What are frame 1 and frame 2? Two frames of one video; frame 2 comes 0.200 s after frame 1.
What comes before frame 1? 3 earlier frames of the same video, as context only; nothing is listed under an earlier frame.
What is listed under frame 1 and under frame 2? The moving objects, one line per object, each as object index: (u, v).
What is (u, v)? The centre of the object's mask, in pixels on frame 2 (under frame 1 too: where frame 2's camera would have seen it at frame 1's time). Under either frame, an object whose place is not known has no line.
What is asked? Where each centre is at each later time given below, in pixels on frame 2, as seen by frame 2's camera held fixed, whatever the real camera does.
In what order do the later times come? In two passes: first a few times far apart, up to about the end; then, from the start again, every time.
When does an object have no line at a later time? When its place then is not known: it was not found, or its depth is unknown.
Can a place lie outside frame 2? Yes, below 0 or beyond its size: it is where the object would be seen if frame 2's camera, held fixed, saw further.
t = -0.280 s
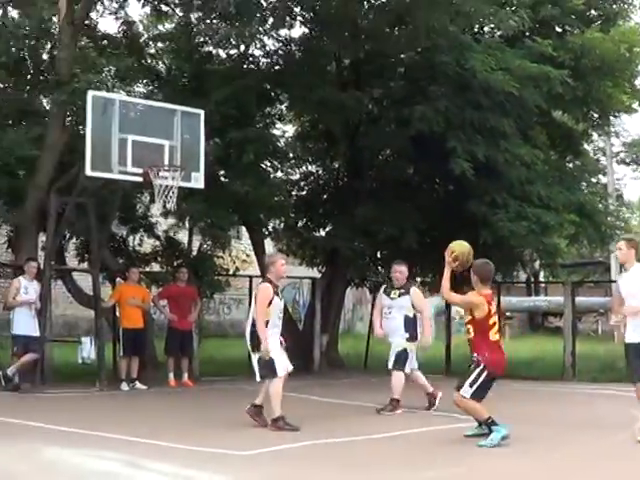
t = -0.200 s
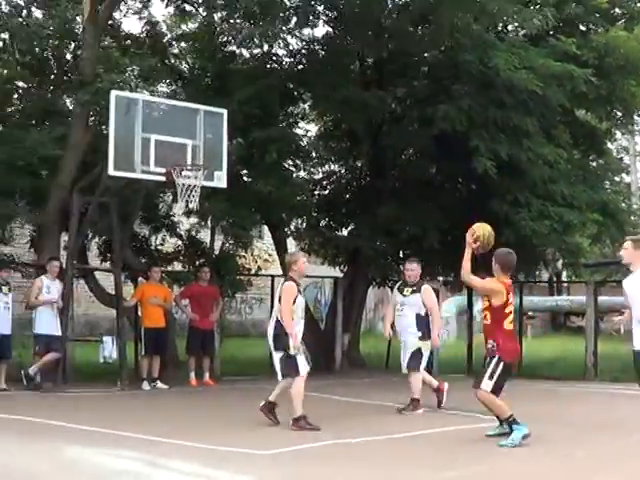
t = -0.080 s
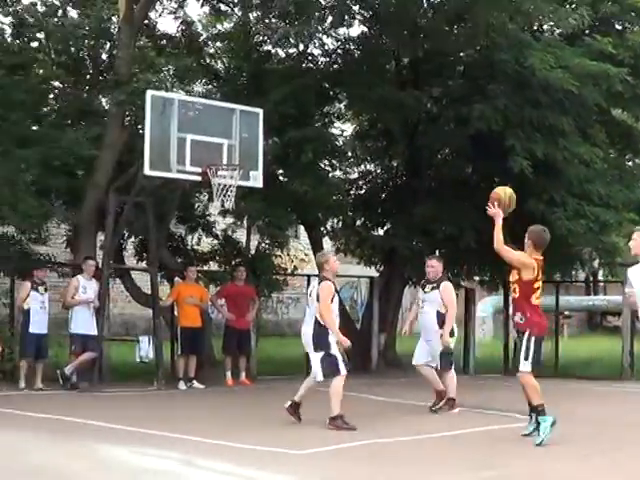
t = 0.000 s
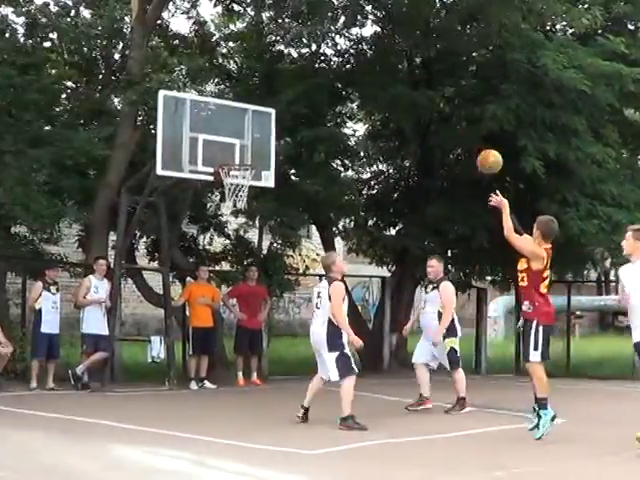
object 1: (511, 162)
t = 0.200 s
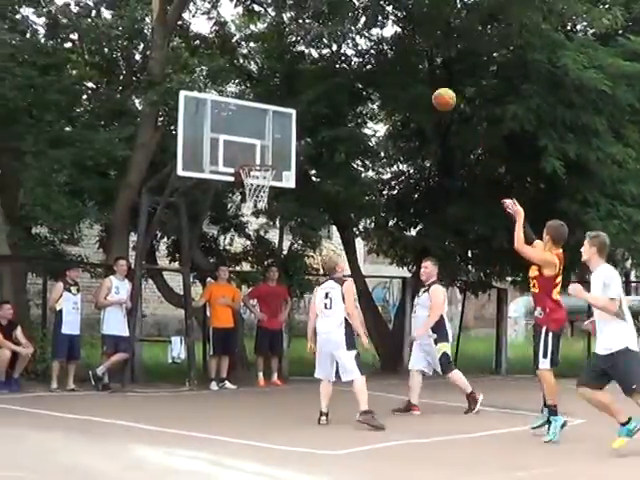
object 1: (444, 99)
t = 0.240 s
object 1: (431, 92)
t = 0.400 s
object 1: (386, 78)
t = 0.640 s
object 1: (326, 97)
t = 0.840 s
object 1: (279, 150)
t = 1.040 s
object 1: (267, 142)
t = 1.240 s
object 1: (260, 150)
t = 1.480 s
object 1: (250, 148)
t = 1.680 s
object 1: (252, 156)
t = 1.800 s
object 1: (253, 151)
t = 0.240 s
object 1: (431, 92)
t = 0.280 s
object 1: (420, 86)
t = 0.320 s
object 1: (408, 82)
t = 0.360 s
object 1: (397, 79)
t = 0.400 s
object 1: (386, 78)
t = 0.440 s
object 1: (375, 78)
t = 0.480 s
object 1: (365, 80)
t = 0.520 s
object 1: (355, 82)
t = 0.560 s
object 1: (345, 86)
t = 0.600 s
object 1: (335, 92)
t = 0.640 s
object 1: (326, 97)
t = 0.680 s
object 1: (316, 105)
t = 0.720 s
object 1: (307, 113)
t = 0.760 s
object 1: (299, 123)
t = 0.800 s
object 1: (290, 135)
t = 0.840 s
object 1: (279, 150)
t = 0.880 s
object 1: (273, 159)
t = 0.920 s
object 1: (273, 152)
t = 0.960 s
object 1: (270, 147)
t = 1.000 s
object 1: (268, 144)
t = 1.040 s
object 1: (267, 142)
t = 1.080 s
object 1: (265, 141)
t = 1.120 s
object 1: (264, 142)
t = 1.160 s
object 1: (262, 143)
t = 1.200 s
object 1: (260, 146)
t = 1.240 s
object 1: (260, 150)
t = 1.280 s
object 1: (258, 154)
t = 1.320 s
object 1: (254, 158)
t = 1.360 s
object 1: (253, 154)
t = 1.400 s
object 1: (252, 151)
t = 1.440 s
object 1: (251, 149)
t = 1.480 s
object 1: (250, 148)
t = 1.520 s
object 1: (251, 148)
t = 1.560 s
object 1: (251, 148)
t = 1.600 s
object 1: (251, 150)
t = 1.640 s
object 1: (252, 153)
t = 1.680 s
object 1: (252, 156)
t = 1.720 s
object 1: (252, 156)
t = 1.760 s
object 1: (251, 154)
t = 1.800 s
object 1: (253, 151)
